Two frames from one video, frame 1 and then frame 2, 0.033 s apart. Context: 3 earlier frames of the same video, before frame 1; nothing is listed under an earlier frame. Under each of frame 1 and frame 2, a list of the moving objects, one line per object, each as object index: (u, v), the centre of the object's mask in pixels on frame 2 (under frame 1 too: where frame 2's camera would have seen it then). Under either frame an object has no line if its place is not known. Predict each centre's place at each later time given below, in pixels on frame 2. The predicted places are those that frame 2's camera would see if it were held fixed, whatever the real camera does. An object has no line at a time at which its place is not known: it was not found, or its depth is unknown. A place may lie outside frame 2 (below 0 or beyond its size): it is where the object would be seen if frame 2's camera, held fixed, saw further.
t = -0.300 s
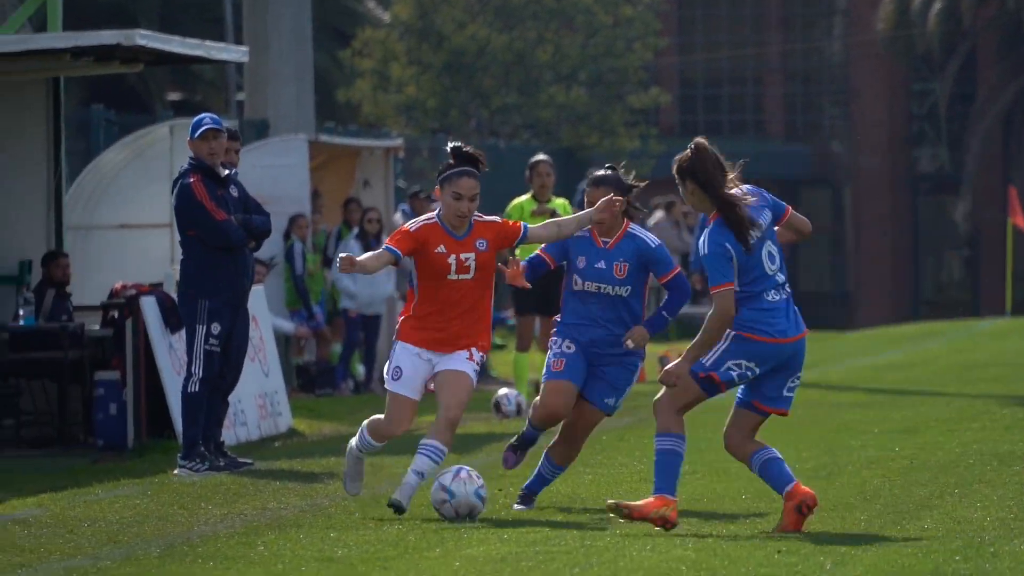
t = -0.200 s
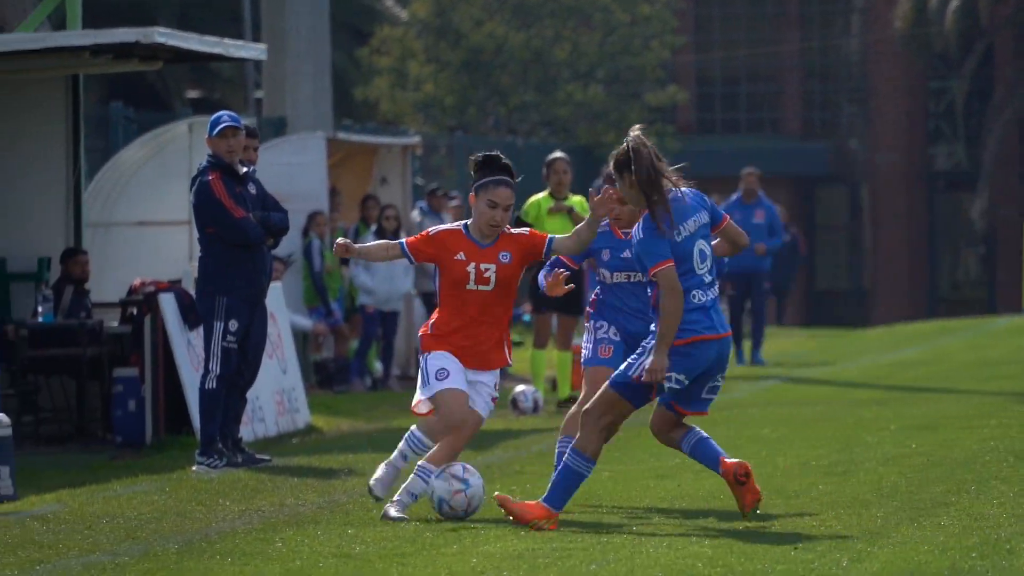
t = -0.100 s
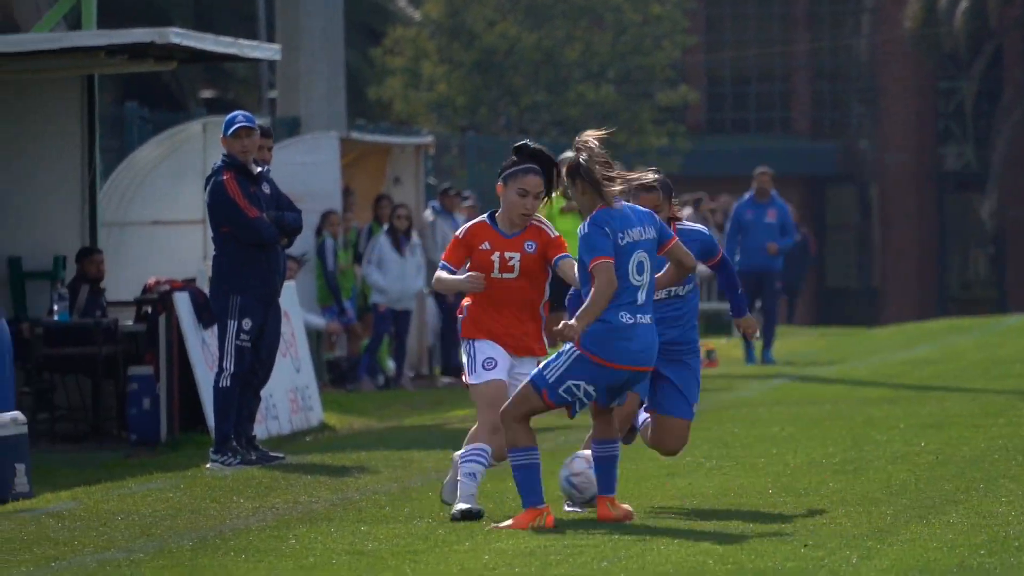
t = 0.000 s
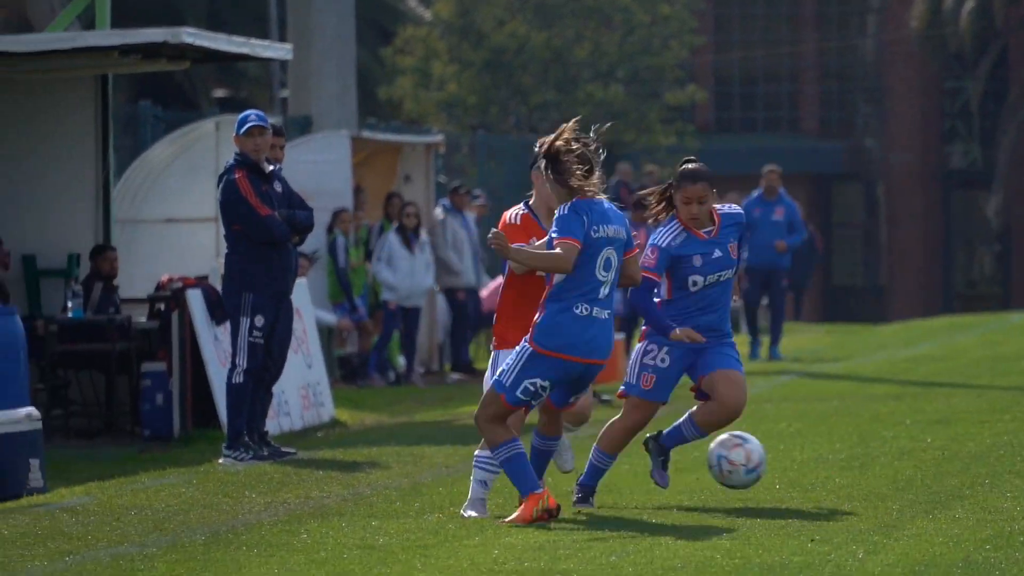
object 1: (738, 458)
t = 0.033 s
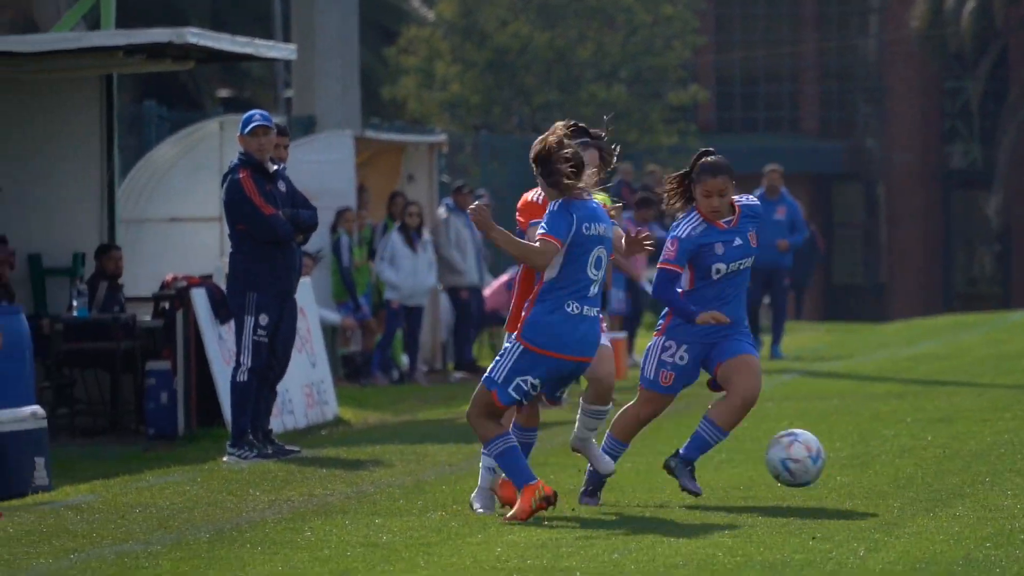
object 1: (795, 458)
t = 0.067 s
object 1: (853, 461)
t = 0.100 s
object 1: (912, 468)
